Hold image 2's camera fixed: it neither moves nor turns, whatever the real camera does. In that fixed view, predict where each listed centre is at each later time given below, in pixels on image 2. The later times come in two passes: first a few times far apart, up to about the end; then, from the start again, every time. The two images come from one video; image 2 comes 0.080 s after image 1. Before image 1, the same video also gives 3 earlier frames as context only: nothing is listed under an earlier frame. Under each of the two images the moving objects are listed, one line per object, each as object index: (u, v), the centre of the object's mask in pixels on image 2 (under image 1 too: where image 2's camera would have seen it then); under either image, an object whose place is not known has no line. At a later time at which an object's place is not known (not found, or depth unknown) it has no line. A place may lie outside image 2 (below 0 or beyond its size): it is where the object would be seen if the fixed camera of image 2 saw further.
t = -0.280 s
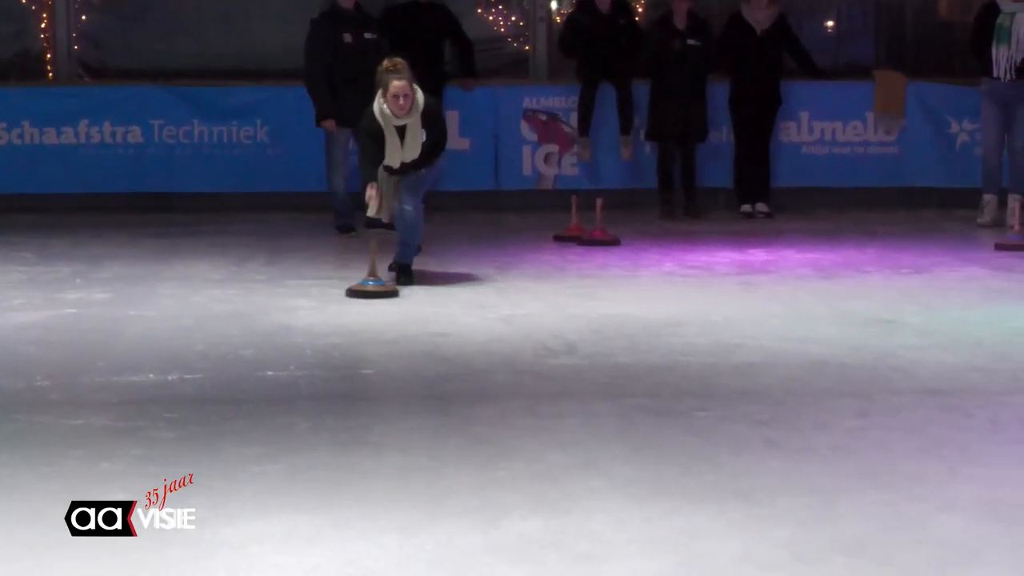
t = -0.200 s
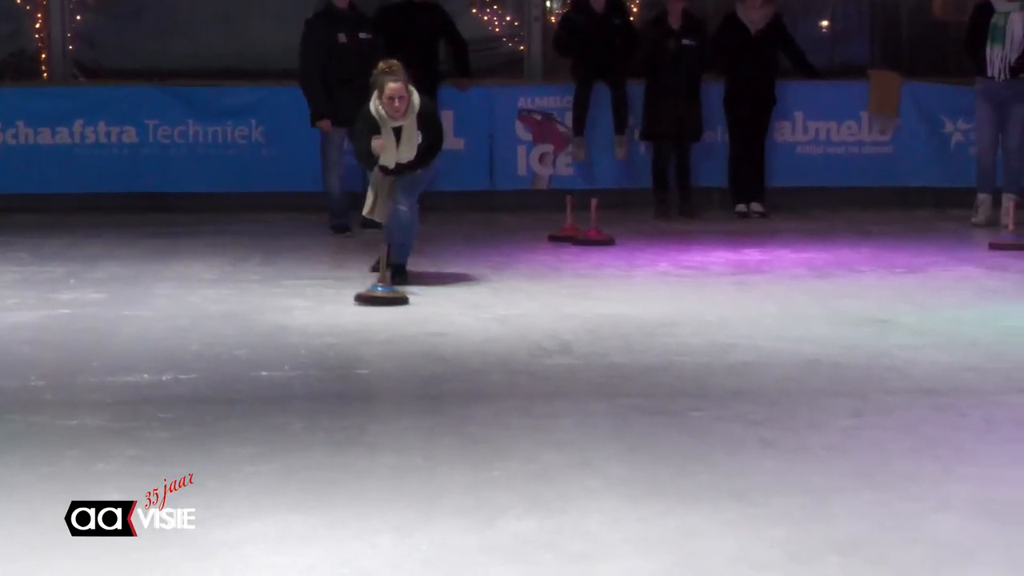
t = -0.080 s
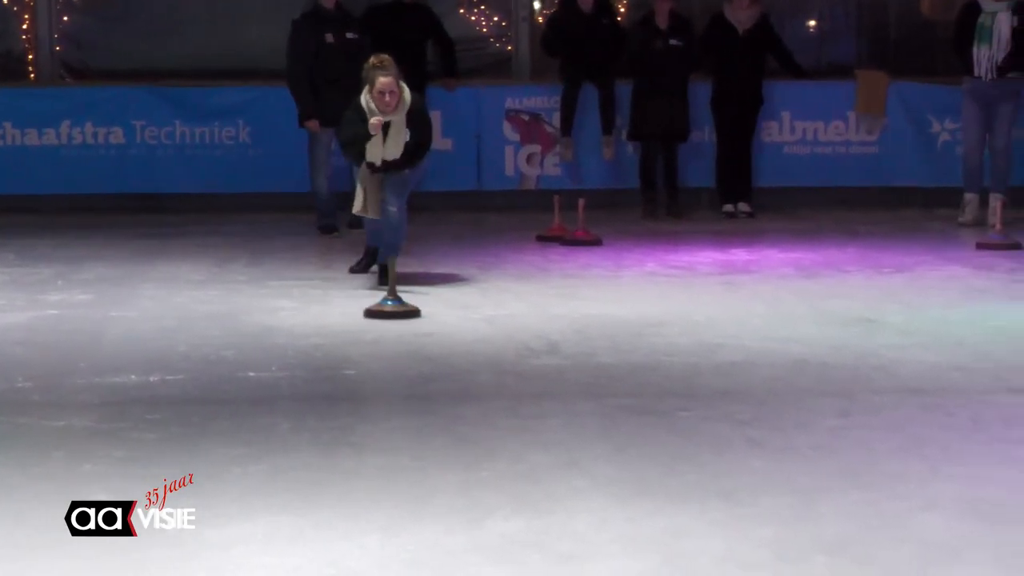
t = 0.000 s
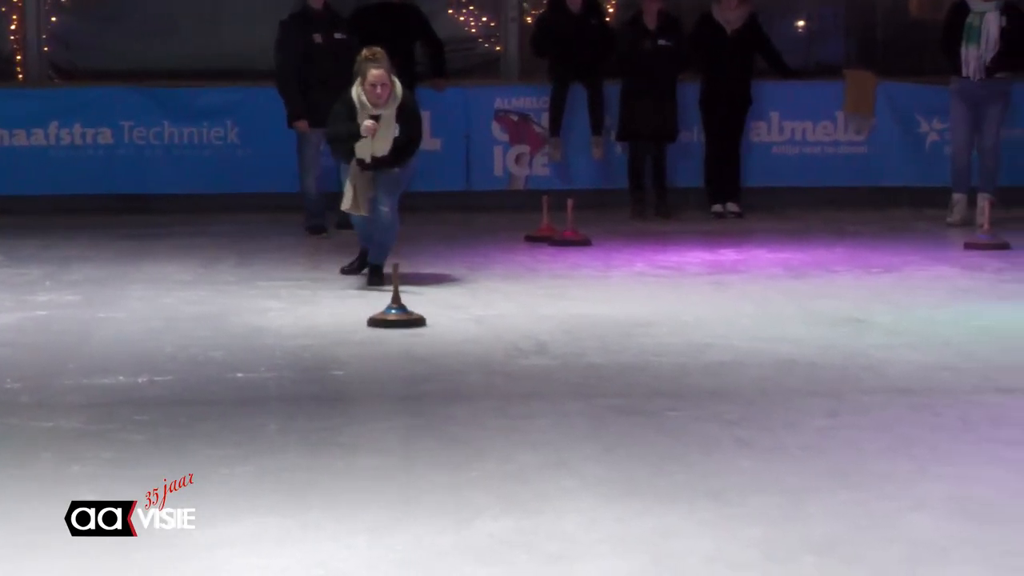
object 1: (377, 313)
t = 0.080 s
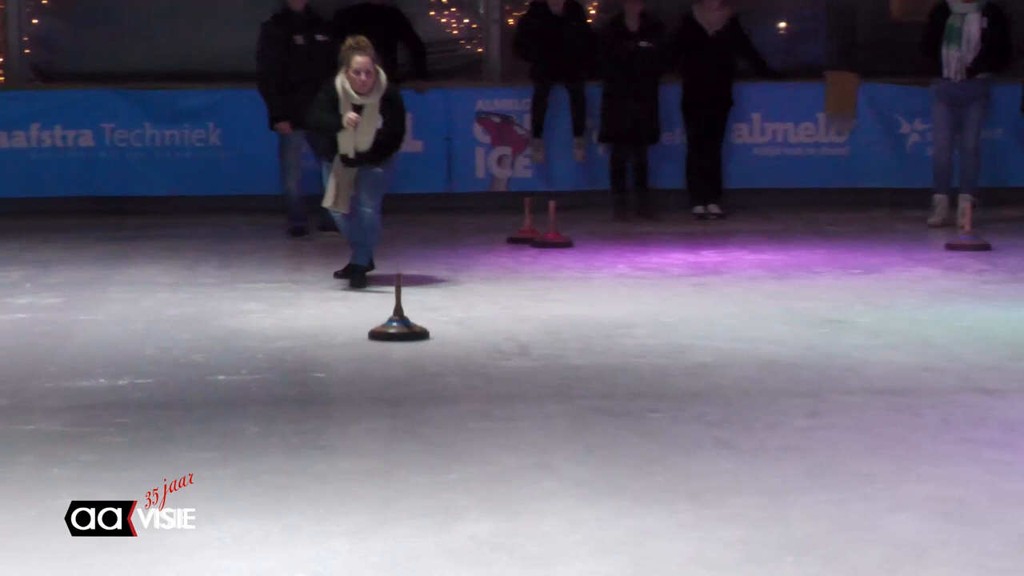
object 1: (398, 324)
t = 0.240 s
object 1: (433, 340)
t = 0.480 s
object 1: (493, 370)
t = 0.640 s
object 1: (534, 391)
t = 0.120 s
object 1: (407, 328)
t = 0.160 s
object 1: (415, 332)
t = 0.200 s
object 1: (424, 336)
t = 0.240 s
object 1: (433, 340)
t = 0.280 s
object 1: (442, 344)
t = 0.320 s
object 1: (451, 349)
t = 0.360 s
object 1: (460, 353)
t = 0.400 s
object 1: (470, 358)
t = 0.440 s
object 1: (479, 362)
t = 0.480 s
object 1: (493, 370)
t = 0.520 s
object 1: (503, 375)
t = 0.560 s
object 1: (513, 381)
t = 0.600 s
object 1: (523, 386)
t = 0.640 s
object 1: (534, 391)
